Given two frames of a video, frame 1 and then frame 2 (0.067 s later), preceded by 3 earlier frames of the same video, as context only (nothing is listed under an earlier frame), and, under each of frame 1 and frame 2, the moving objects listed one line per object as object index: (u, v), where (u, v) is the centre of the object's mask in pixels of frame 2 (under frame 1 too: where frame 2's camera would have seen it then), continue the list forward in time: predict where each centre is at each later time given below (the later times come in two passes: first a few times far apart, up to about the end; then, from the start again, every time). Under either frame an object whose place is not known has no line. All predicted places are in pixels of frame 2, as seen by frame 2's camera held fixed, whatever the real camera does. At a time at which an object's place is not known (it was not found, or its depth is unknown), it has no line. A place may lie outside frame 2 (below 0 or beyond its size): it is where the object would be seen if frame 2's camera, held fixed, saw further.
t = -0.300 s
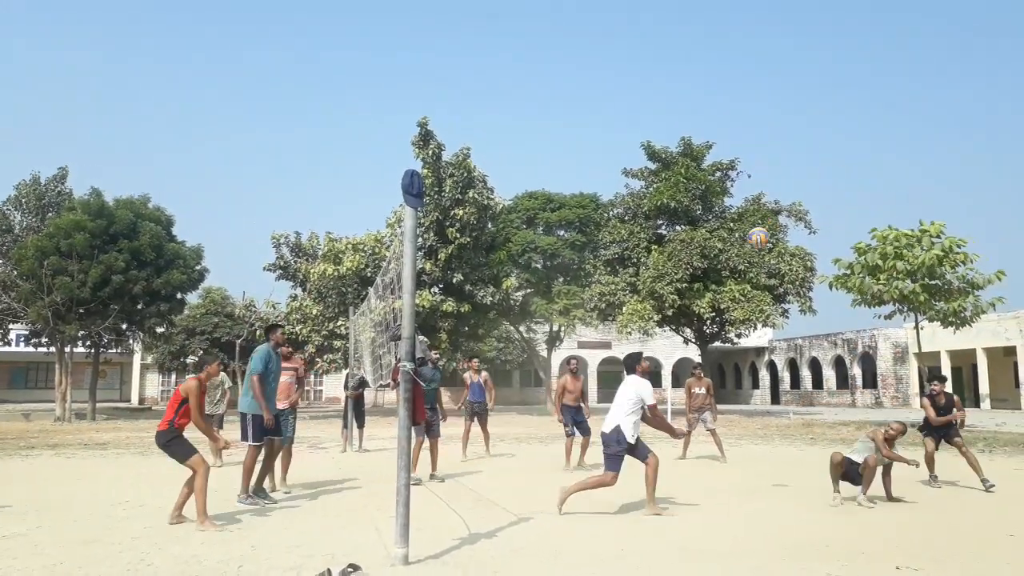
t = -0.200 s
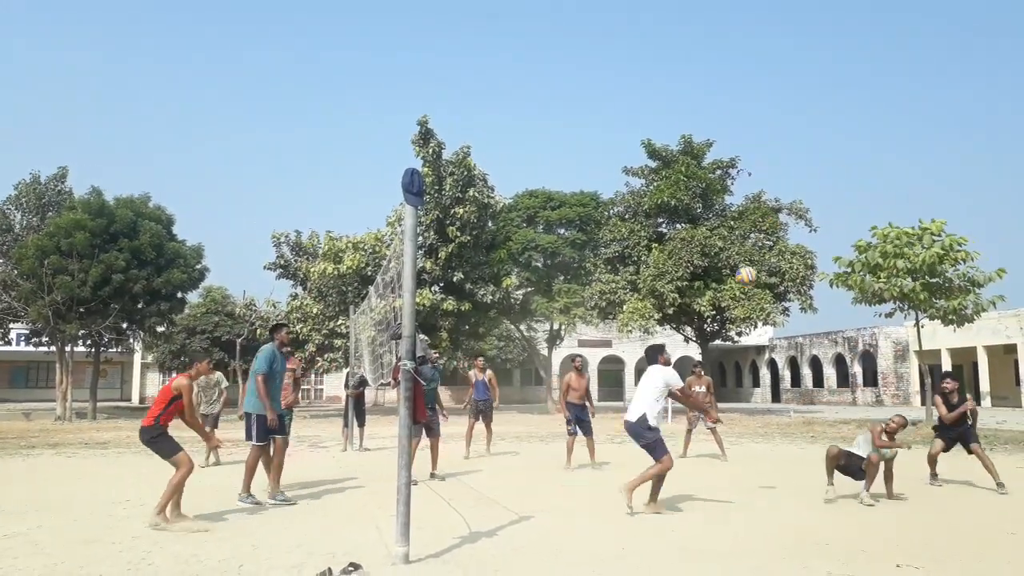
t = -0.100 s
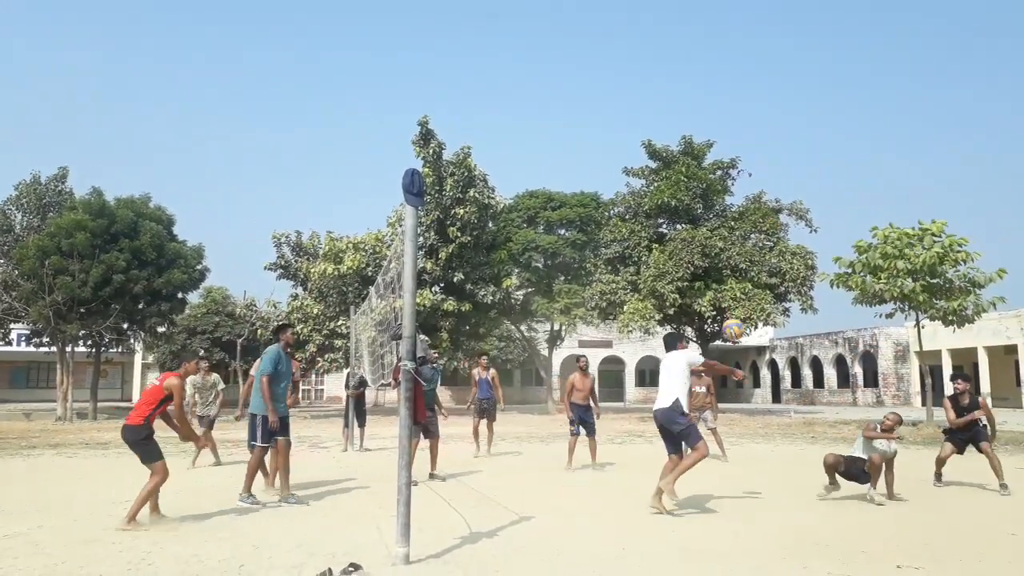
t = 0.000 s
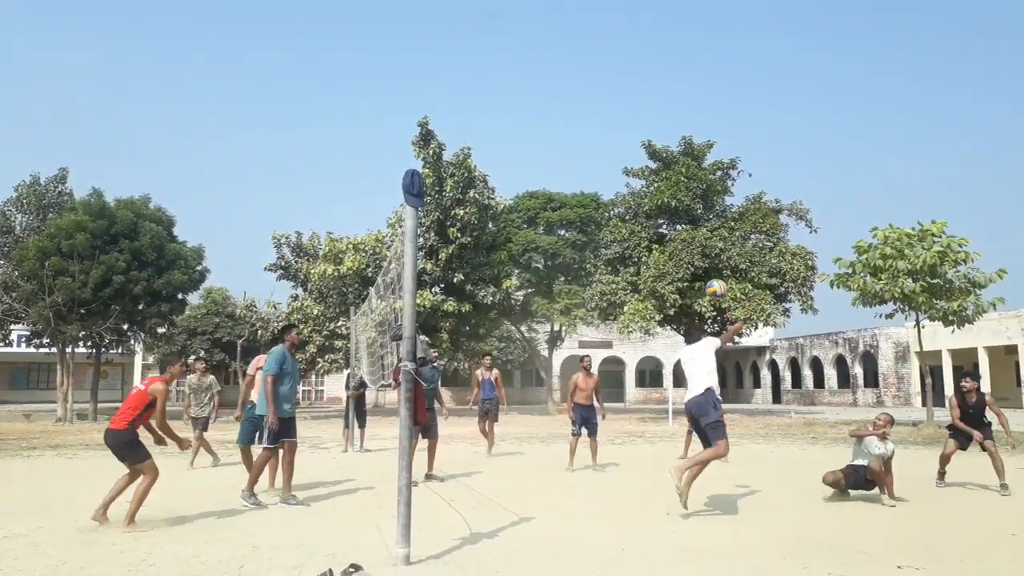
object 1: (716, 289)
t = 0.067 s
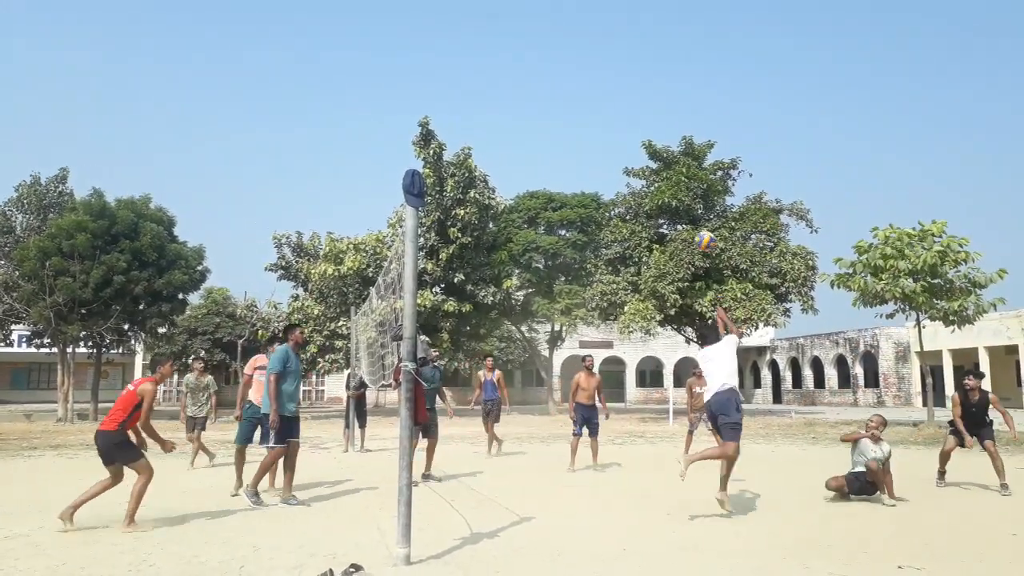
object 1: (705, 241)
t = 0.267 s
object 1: (675, 137)
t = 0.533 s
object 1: (644, 67)
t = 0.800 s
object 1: (620, 61)
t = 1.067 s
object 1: (600, 100)
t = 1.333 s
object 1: (584, 177)
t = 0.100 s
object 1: (698, 219)
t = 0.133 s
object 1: (694, 199)
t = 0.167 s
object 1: (689, 182)
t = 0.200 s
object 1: (683, 164)
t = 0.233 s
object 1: (681, 148)
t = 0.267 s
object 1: (675, 137)
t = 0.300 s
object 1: (670, 124)
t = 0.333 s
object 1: (666, 112)
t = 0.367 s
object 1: (662, 102)
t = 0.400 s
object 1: (658, 93)
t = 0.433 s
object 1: (654, 84)
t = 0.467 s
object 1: (650, 78)
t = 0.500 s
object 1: (647, 72)
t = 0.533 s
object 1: (644, 67)
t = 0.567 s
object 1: (640, 64)
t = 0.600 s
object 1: (637, 61)
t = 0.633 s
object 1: (633, 59)
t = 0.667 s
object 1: (631, 58)
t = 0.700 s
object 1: (628, 57)
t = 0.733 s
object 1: (625, 58)
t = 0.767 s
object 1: (622, 59)
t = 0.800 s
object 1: (620, 61)
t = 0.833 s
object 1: (617, 64)
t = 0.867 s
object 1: (614, 66)
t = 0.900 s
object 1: (612, 70)
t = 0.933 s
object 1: (609, 75)
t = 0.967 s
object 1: (606, 81)
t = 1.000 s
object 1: (604, 86)
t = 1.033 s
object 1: (602, 93)
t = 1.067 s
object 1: (600, 100)
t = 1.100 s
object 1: (598, 108)
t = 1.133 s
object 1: (595, 116)
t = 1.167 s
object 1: (593, 125)
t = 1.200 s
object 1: (592, 134)
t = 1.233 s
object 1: (589, 144)
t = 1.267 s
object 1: (588, 155)
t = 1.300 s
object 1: (586, 165)
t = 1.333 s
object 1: (584, 177)
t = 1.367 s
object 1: (582, 189)
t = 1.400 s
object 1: (580, 200)
